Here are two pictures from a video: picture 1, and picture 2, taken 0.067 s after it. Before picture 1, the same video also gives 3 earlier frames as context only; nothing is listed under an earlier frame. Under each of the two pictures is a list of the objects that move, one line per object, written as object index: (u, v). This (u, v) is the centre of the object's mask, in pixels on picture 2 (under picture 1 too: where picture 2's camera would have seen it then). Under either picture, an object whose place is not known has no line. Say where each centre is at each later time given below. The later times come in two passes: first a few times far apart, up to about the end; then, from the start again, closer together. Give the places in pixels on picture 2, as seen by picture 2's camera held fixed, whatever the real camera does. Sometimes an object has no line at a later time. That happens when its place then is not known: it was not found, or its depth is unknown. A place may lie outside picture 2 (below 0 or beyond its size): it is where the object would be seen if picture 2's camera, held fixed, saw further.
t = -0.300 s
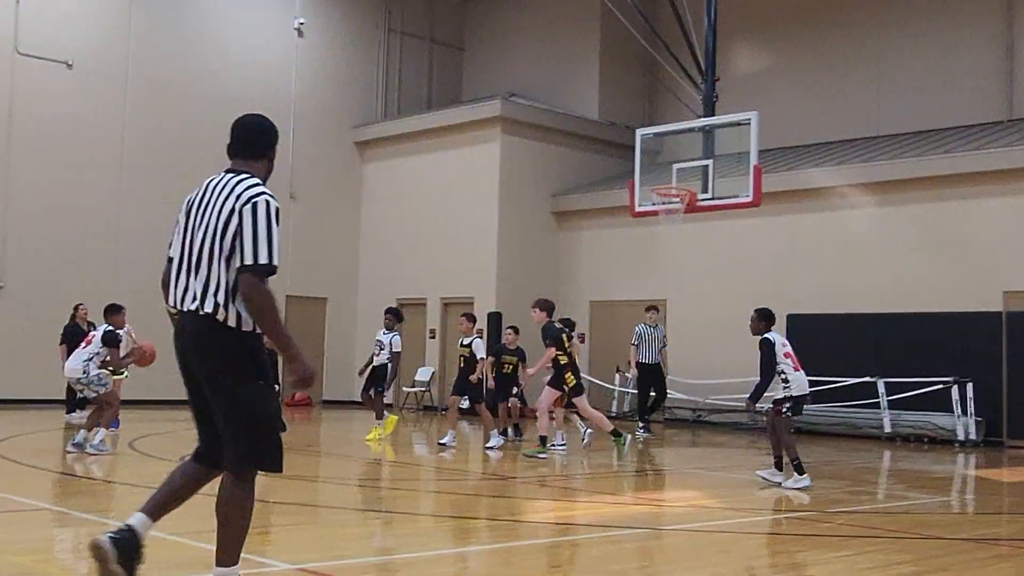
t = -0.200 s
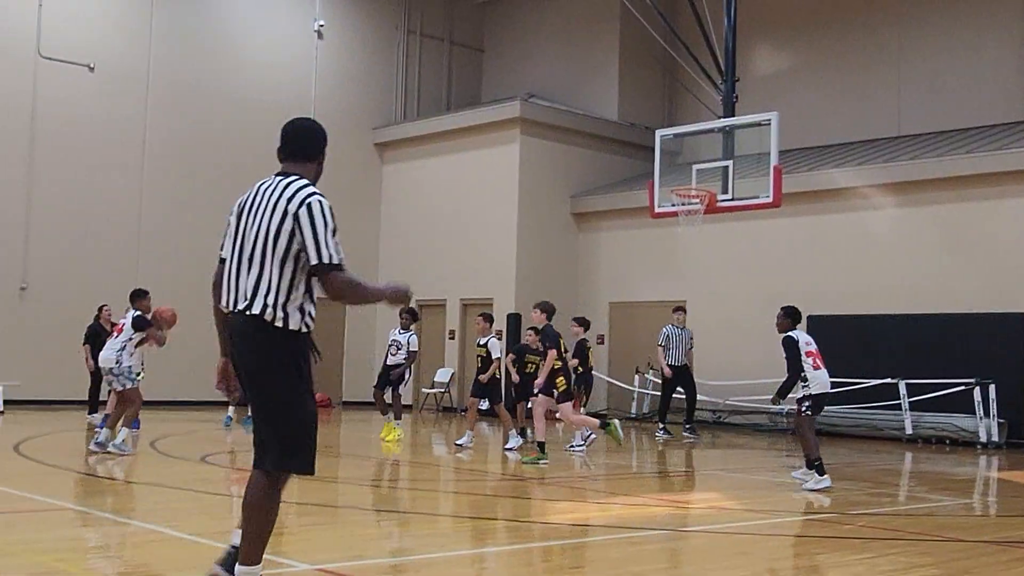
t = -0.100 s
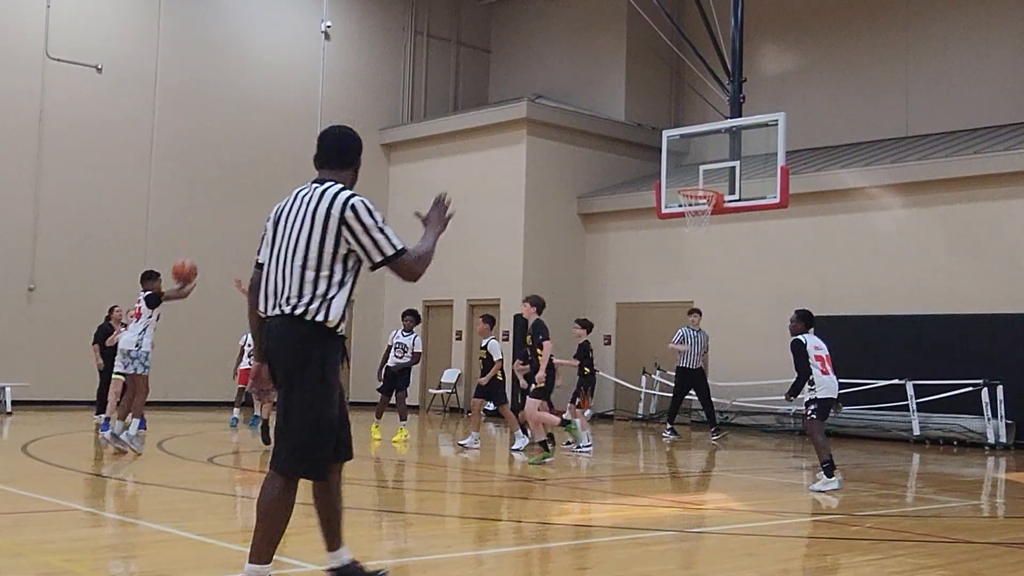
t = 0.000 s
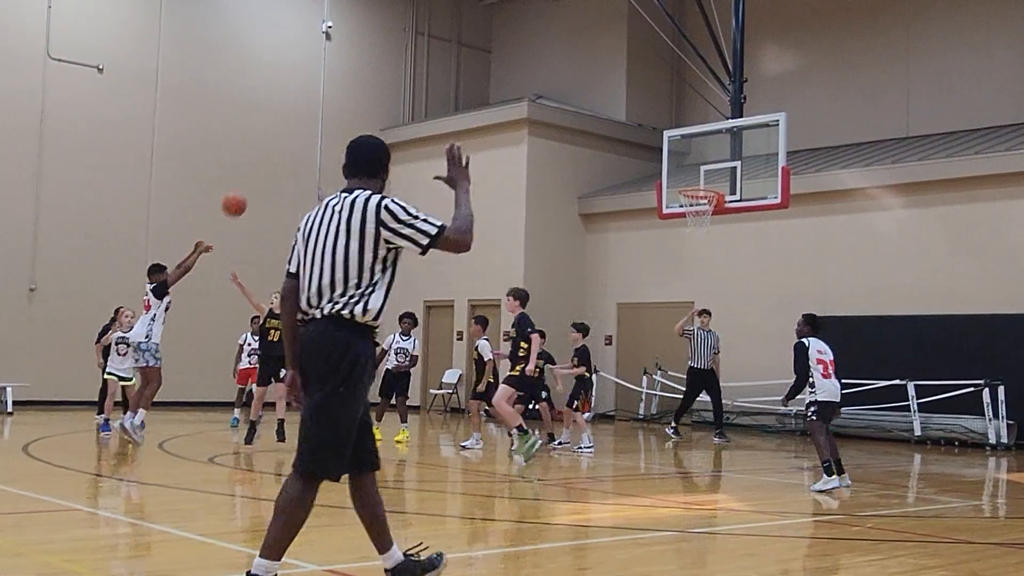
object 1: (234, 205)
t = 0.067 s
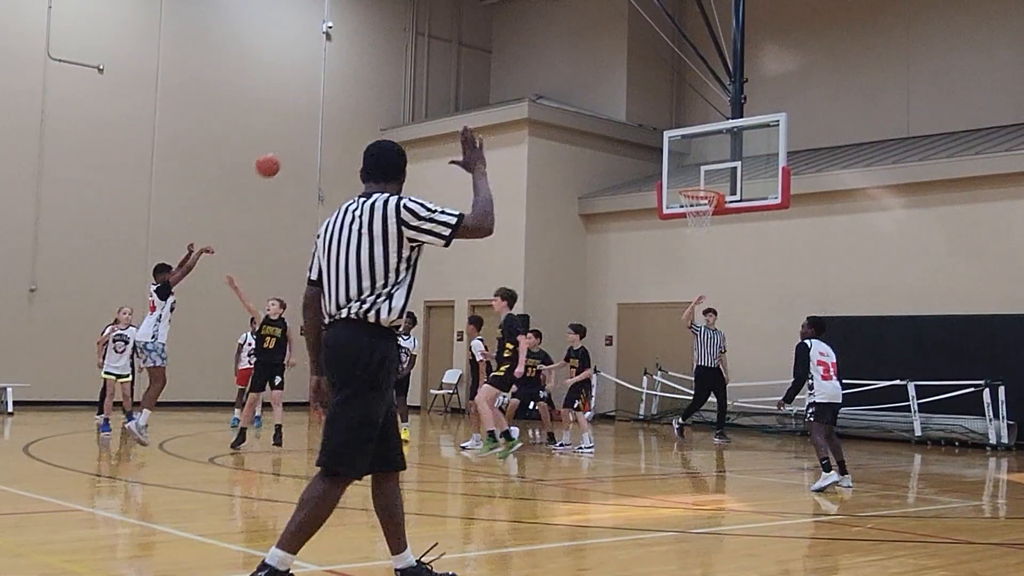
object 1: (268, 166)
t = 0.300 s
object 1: (373, 70)
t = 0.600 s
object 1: (491, 26)
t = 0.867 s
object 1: (583, 55)
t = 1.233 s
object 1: (695, 179)
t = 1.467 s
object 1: (733, 151)
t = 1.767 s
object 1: (785, 162)
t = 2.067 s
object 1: (850, 269)
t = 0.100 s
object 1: (284, 148)
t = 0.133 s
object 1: (300, 132)
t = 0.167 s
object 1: (315, 117)
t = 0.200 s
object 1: (330, 104)
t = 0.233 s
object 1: (345, 92)
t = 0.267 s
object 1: (359, 80)
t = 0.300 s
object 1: (373, 70)
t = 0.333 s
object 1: (387, 61)
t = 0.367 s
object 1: (401, 52)
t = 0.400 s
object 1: (414, 45)
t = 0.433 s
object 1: (427, 39)
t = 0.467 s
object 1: (440, 35)
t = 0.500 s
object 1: (453, 31)
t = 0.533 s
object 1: (466, 29)
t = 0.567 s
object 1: (478, 27)
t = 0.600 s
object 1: (491, 26)
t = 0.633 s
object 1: (502, 26)
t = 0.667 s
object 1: (514, 28)
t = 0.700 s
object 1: (526, 29)
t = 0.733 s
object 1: (538, 32)
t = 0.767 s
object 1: (550, 37)
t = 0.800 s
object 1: (560, 42)
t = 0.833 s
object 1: (572, 48)
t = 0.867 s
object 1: (583, 55)
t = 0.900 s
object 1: (593, 62)
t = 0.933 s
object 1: (604, 70)
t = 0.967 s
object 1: (615, 79)
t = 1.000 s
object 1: (625, 89)
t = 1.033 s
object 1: (636, 99)
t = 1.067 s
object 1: (646, 111)
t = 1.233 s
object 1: (695, 179)
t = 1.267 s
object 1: (702, 184)
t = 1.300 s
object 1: (707, 179)
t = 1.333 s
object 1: (711, 172)
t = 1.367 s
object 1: (717, 165)
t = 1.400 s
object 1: (722, 159)
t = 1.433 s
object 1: (728, 155)
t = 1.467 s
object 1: (733, 151)
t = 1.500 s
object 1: (738, 149)
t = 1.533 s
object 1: (743, 147)
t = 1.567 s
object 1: (750, 146)
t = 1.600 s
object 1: (755, 146)
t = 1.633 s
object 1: (761, 147)
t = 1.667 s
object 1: (767, 150)
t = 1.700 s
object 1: (773, 153)
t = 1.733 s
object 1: (779, 157)
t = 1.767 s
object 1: (785, 162)
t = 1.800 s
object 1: (792, 168)
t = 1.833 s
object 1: (798, 176)
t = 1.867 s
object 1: (805, 186)
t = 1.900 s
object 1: (813, 196)
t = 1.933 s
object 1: (819, 207)
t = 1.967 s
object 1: (827, 220)
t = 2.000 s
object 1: (834, 235)
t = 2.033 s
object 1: (842, 251)
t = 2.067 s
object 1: (850, 269)
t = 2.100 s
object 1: (858, 287)
